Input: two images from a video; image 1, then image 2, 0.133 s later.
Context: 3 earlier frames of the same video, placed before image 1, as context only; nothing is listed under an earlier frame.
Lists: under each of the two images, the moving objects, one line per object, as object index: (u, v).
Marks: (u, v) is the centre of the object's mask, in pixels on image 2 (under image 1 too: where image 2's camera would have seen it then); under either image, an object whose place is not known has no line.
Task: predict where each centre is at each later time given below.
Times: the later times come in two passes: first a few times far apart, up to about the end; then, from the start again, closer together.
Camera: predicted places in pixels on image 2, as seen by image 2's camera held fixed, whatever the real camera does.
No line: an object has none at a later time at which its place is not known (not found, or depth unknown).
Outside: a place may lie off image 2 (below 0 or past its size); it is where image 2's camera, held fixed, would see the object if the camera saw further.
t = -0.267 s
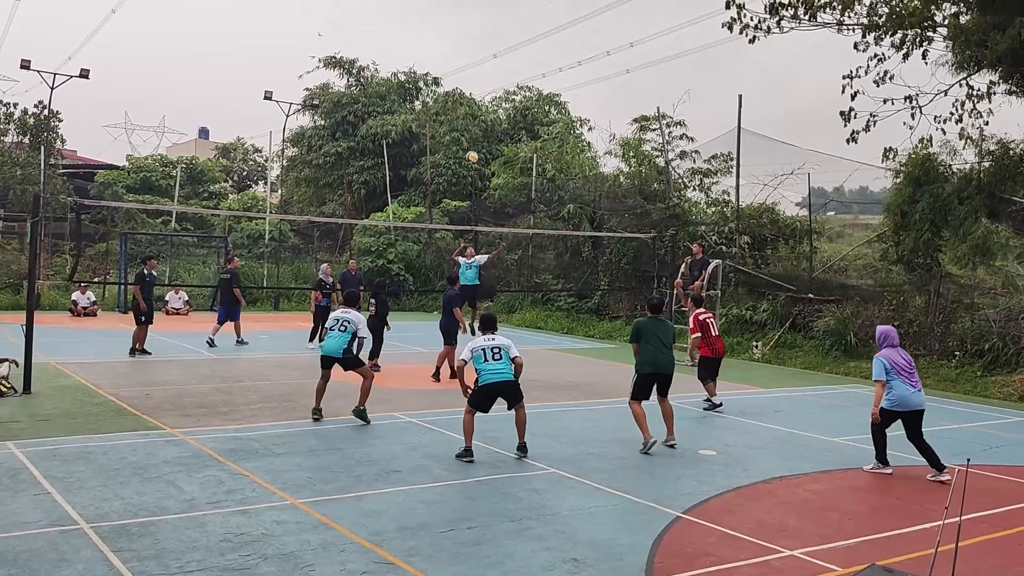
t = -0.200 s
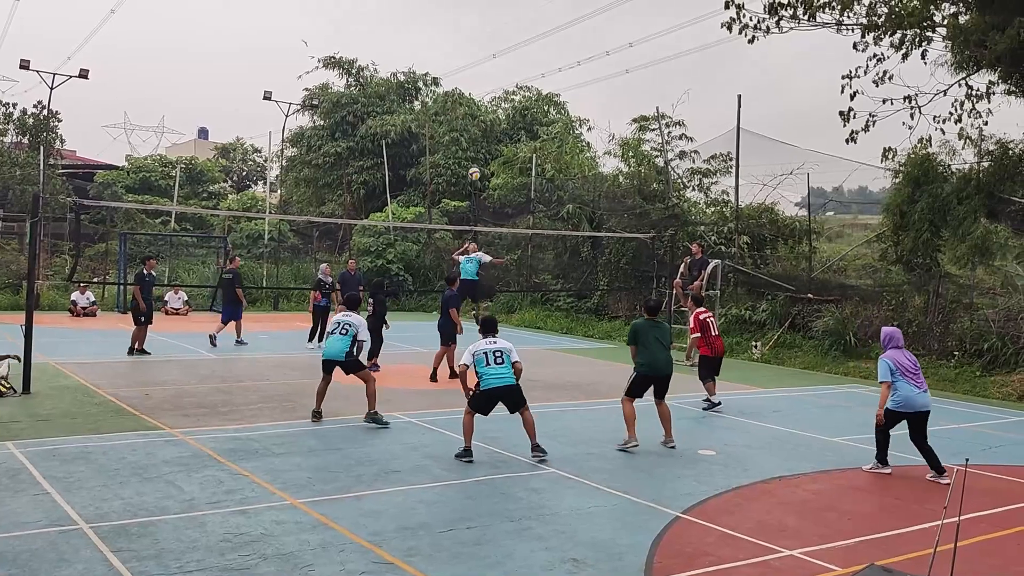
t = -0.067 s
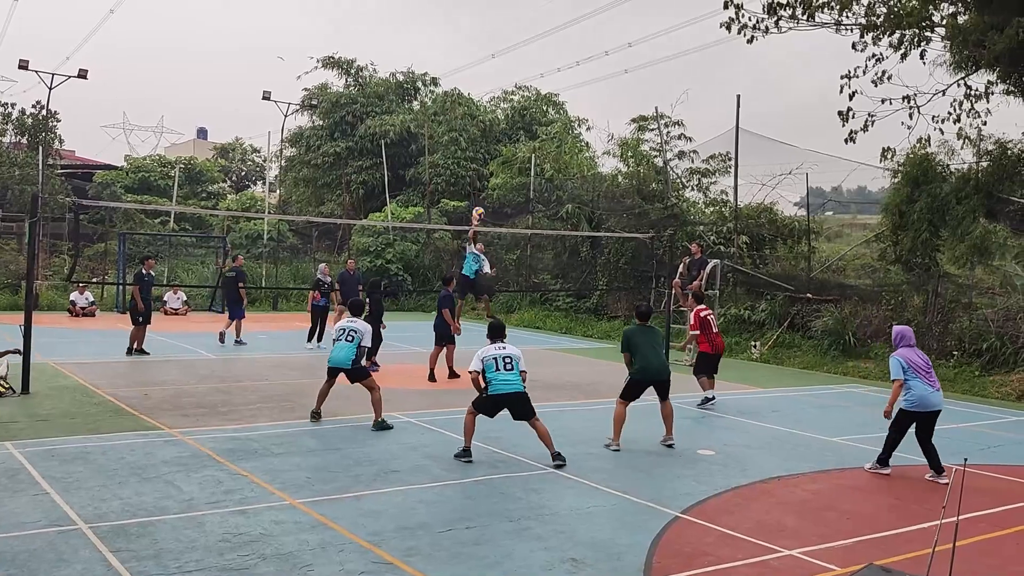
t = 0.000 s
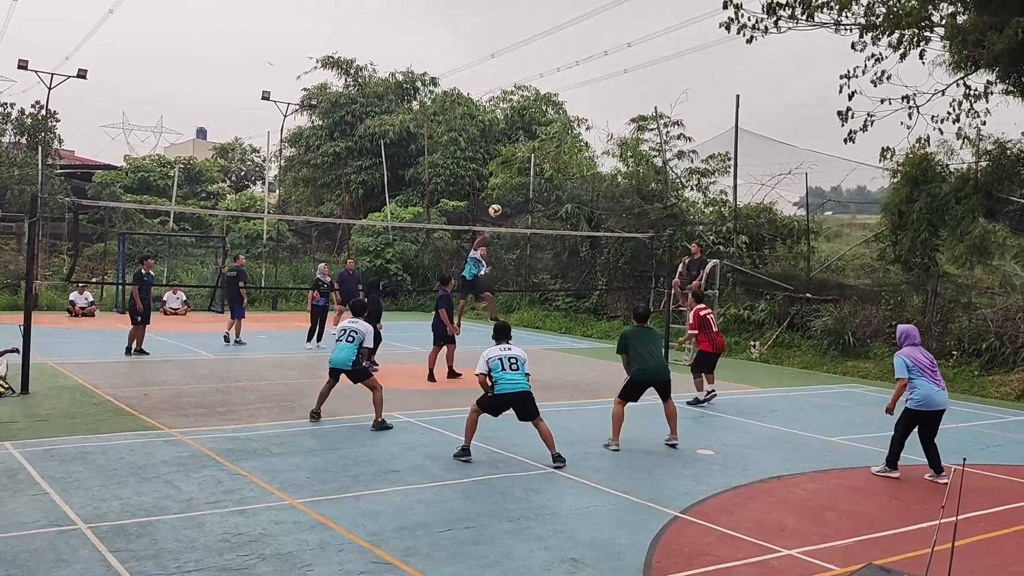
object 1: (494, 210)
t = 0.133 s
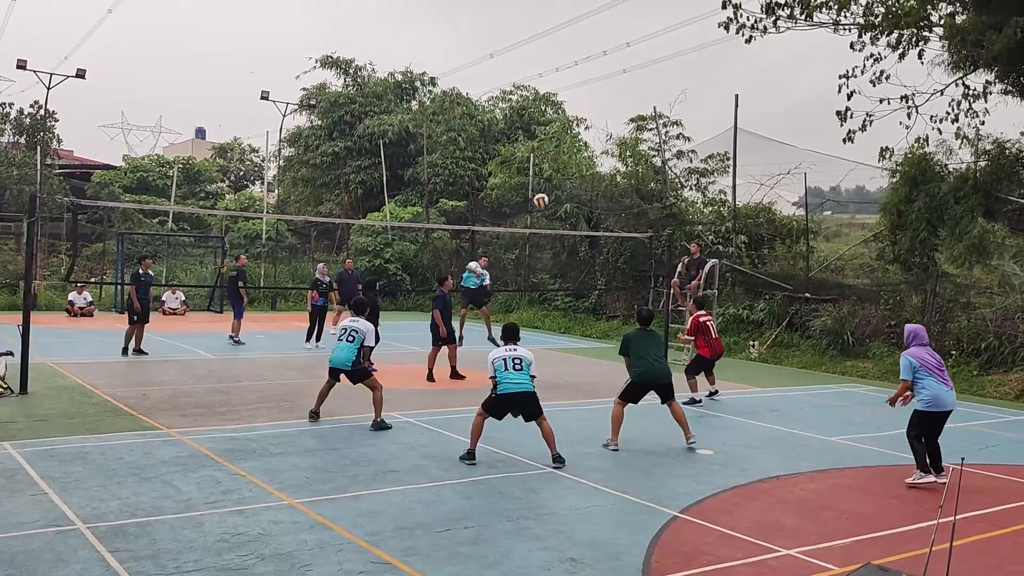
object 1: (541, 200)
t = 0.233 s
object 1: (582, 200)
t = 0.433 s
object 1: (688, 229)
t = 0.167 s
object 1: (554, 200)
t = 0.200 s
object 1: (568, 199)
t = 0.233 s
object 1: (582, 200)
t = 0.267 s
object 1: (597, 202)
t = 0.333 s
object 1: (630, 209)
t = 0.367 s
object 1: (648, 214)
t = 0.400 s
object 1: (667, 221)
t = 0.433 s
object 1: (688, 229)
